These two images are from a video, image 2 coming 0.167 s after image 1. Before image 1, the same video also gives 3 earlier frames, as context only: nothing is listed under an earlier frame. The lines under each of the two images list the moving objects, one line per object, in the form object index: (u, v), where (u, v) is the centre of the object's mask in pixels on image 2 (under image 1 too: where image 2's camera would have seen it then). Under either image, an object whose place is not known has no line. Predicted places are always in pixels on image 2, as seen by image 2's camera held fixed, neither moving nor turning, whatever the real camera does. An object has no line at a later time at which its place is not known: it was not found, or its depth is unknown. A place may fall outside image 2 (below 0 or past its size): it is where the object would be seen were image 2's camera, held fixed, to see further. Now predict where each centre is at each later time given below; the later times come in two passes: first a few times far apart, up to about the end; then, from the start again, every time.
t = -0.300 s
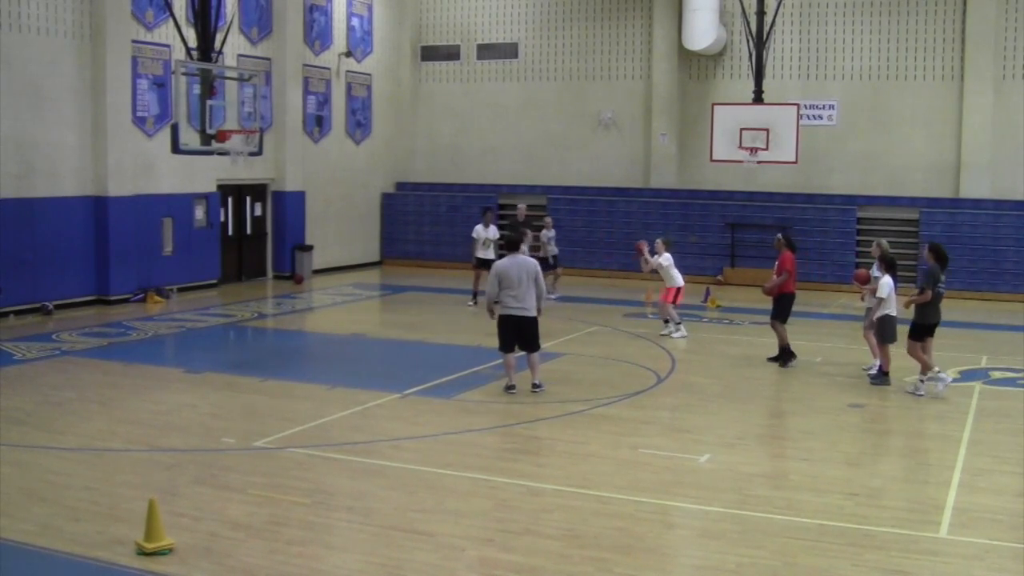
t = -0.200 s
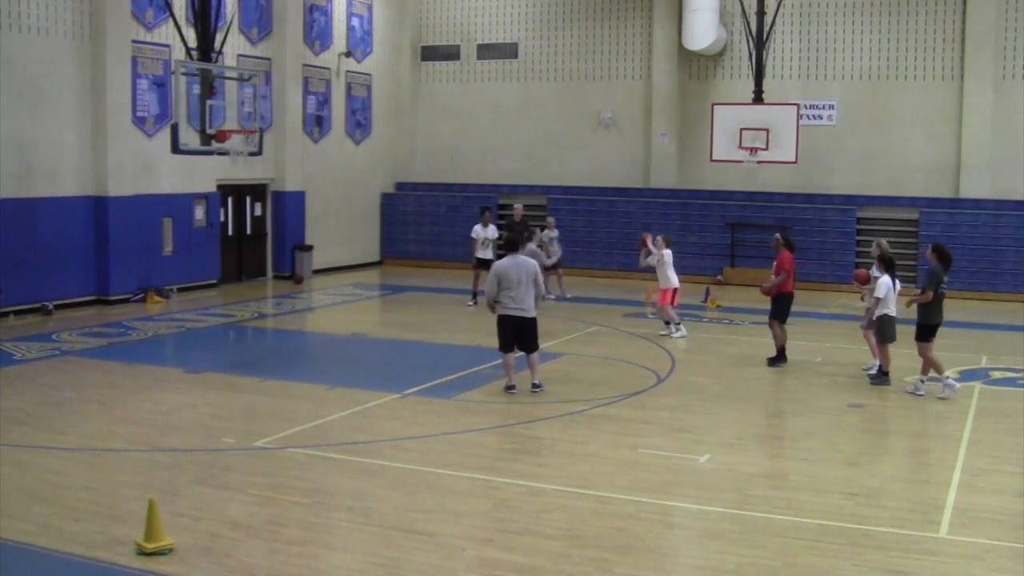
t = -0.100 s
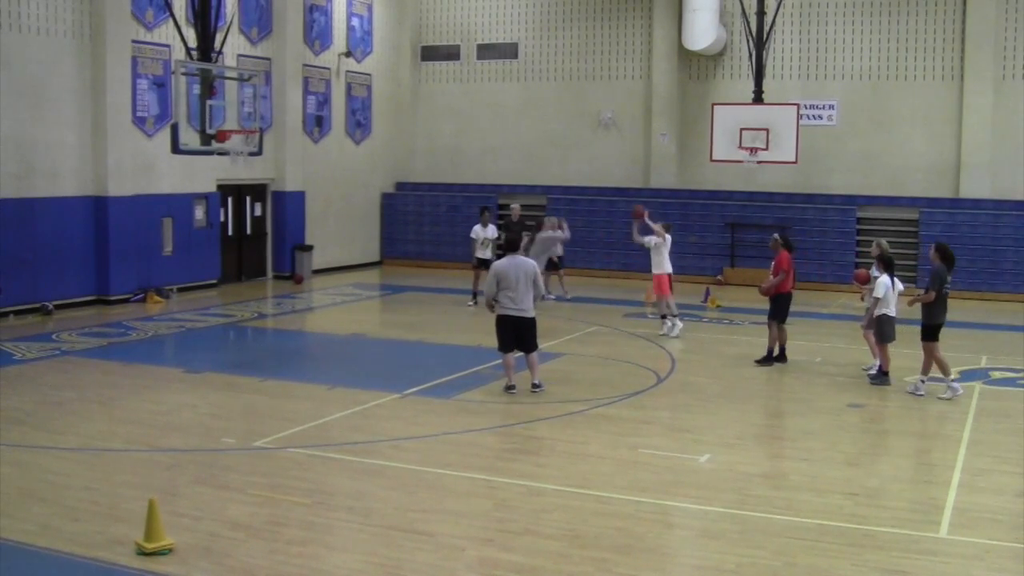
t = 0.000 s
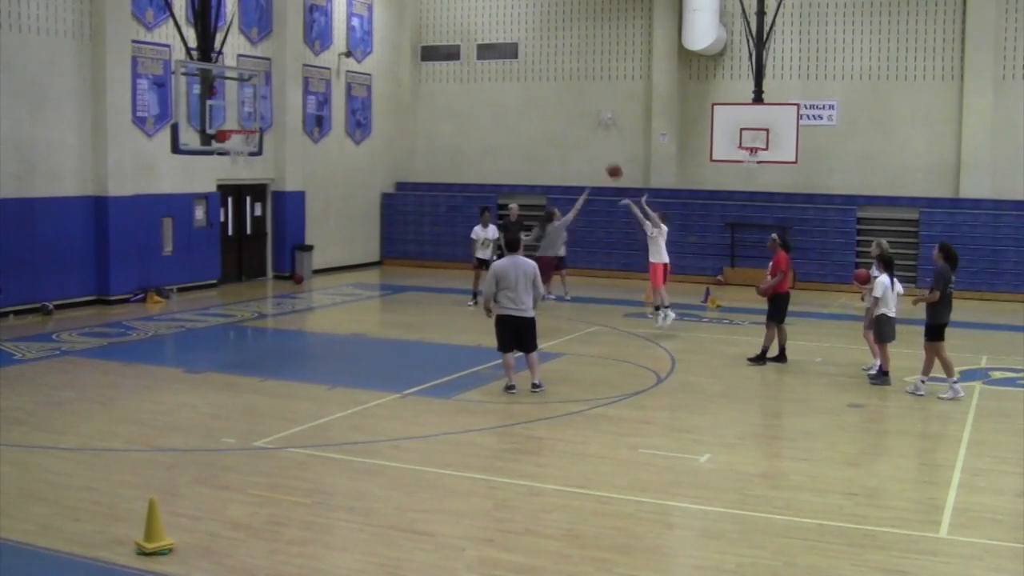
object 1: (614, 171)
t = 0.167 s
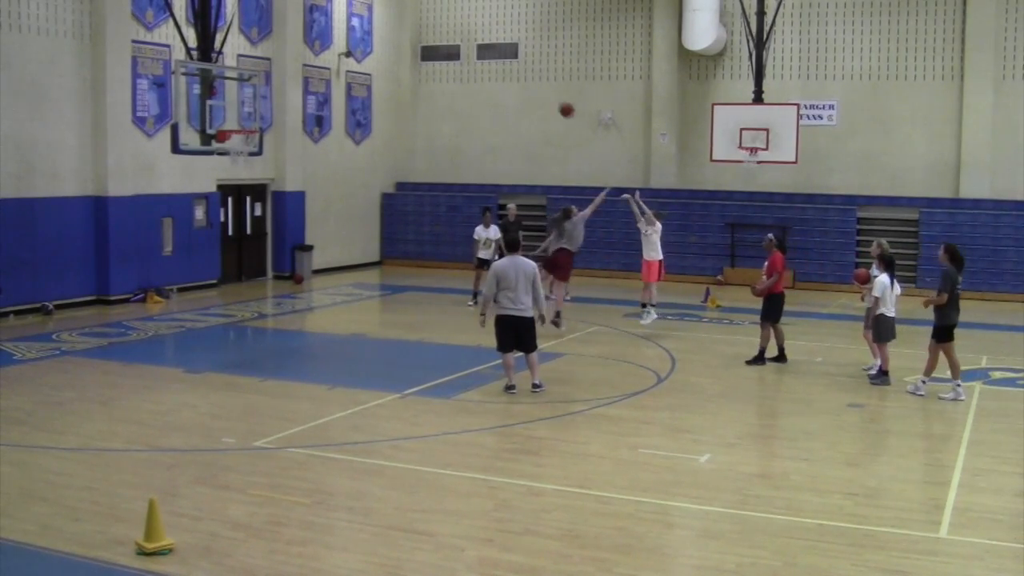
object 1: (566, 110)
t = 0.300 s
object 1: (527, 73)
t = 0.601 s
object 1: (436, 29)
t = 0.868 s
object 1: (353, 42)
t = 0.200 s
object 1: (556, 99)
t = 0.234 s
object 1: (547, 90)
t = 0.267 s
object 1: (537, 81)
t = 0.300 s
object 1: (527, 73)
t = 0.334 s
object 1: (518, 65)
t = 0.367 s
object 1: (507, 58)
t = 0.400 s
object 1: (498, 53)
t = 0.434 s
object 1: (487, 46)
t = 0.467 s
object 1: (477, 42)
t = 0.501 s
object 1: (467, 37)
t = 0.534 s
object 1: (457, 34)
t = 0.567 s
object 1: (447, 31)
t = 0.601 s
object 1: (436, 29)
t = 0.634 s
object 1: (426, 28)
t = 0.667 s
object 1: (416, 27)
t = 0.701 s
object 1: (406, 28)
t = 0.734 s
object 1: (395, 29)
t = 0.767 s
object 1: (385, 31)
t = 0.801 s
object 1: (375, 33)
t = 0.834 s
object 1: (364, 37)
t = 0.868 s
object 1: (353, 42)
